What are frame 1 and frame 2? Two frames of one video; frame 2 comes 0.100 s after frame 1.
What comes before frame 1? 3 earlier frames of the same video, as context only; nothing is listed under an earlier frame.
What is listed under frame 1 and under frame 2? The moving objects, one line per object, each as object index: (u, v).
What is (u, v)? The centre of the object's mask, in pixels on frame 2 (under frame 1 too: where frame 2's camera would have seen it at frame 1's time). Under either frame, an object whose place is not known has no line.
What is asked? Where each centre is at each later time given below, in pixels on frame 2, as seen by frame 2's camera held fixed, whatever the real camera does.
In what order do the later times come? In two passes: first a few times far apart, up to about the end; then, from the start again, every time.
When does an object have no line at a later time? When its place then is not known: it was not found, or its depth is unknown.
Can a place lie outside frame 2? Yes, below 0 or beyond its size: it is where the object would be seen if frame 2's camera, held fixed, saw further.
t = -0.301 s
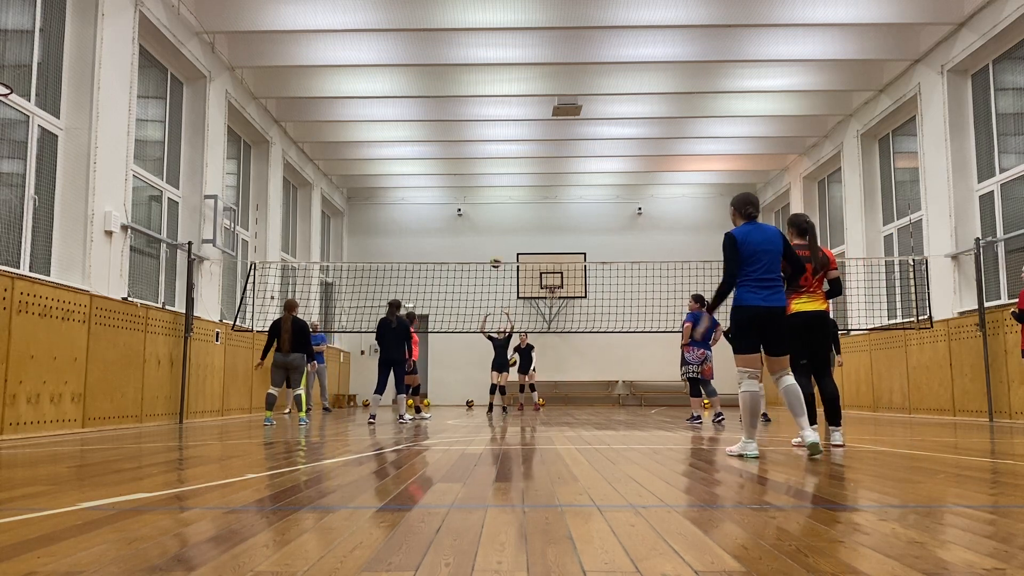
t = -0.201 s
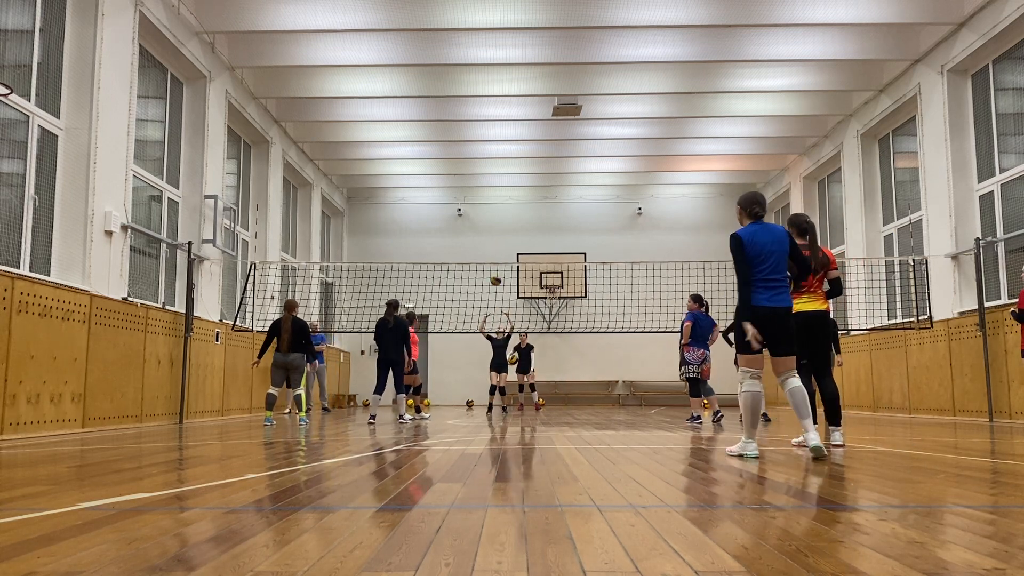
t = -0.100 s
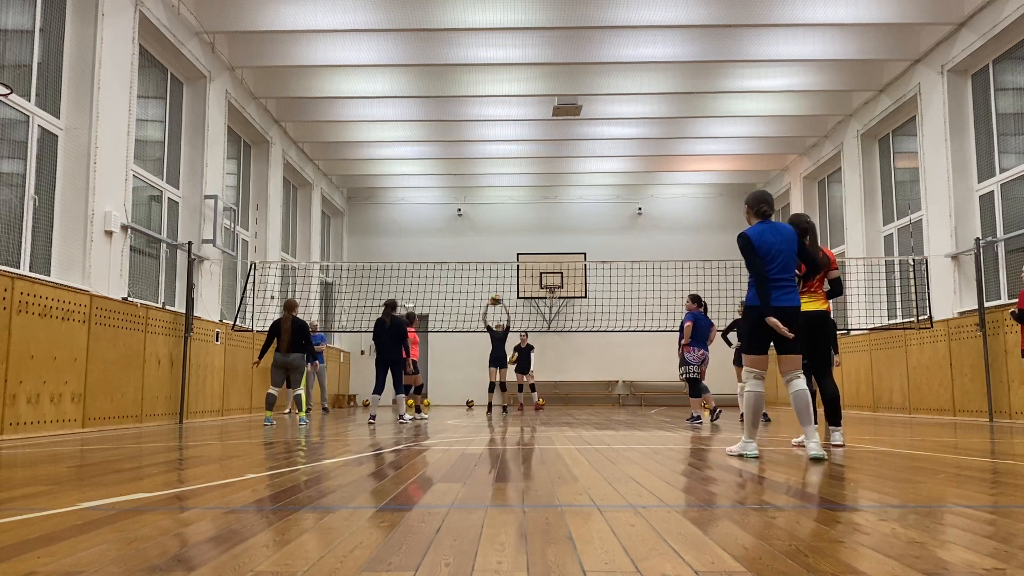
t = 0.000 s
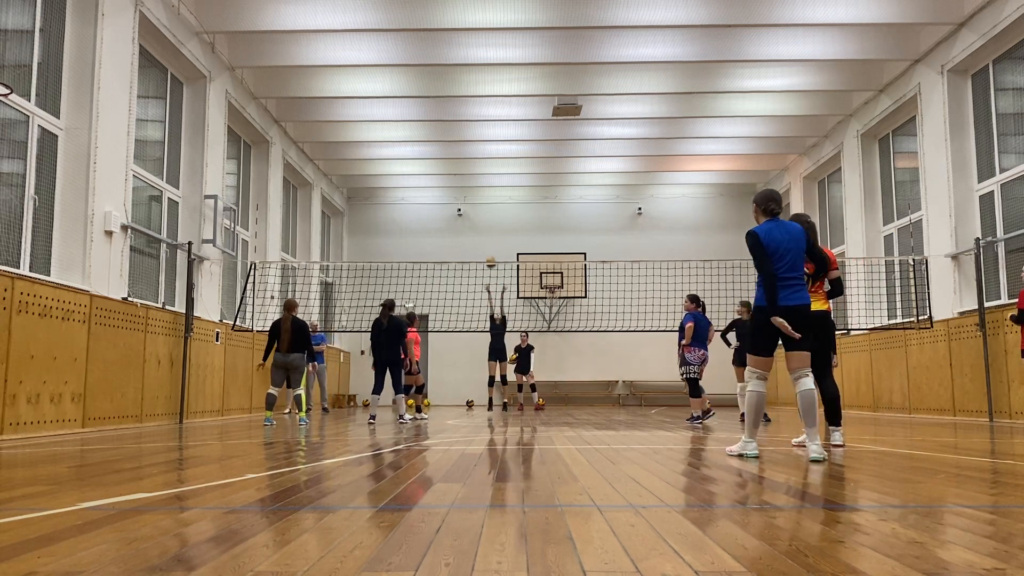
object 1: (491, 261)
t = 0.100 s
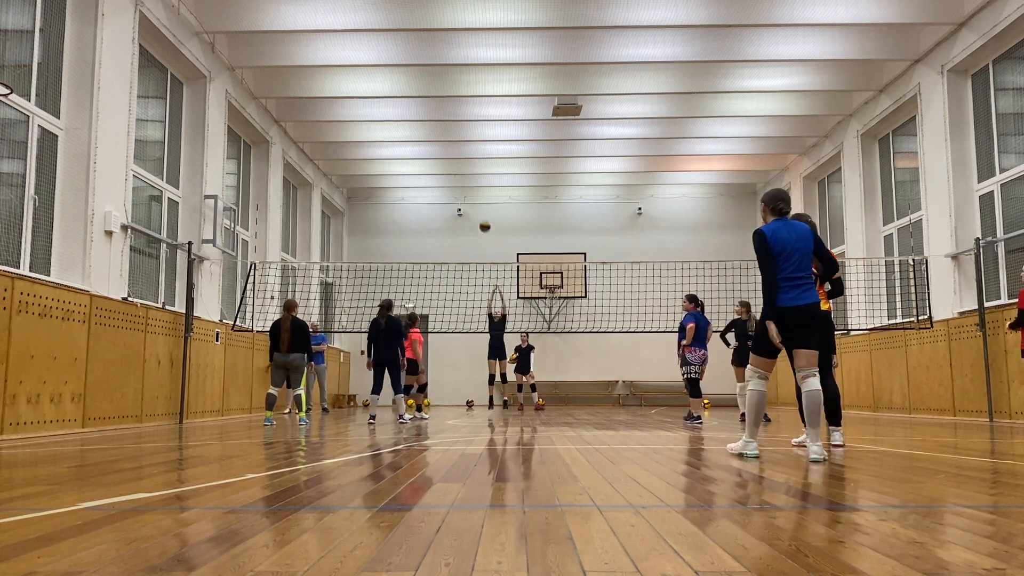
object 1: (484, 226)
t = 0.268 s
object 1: (474, 178)
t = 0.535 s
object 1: (456, 131)
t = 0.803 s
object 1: (436, 122)
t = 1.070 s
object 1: (414, 158)
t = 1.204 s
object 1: (402, 194)
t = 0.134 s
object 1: (482, 215)
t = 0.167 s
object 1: (481, 205)
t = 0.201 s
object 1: (478, 195)
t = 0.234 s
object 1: (476, 186)
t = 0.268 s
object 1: (474, 178)
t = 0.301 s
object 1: (472, 170)
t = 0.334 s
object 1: (470, 163)
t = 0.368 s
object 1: (468, 156)
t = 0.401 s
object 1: (465, 150)
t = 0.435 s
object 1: (463, 144)
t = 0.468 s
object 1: (461, 139)
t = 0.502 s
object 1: (458, 134)
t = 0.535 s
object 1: (456, 131)
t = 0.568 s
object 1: (453, 128)
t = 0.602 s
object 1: (451, 125)
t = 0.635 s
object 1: (449, 123)
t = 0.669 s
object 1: (446, 121)
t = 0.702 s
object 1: (444, 120)
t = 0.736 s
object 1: (441, 120)
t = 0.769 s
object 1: (438, 121)
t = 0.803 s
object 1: (436, 122)
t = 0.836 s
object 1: (433, 124)
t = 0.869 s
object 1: (430, 127)
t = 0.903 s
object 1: (428, 130)
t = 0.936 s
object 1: (425, 134)
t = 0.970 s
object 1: (422, 139)
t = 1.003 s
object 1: (420, 144)
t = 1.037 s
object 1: (417, 151)
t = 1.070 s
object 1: (414, 158)
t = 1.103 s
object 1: (411, 166)
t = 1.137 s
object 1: (408, 174)
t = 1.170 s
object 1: (405, 184)
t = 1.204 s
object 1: (402, 194)
